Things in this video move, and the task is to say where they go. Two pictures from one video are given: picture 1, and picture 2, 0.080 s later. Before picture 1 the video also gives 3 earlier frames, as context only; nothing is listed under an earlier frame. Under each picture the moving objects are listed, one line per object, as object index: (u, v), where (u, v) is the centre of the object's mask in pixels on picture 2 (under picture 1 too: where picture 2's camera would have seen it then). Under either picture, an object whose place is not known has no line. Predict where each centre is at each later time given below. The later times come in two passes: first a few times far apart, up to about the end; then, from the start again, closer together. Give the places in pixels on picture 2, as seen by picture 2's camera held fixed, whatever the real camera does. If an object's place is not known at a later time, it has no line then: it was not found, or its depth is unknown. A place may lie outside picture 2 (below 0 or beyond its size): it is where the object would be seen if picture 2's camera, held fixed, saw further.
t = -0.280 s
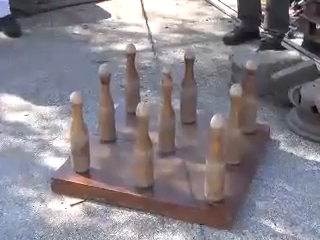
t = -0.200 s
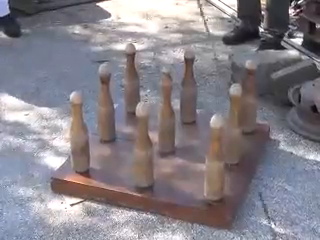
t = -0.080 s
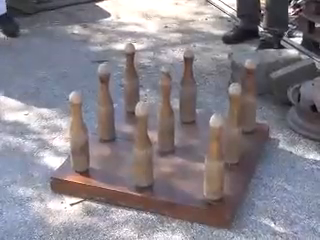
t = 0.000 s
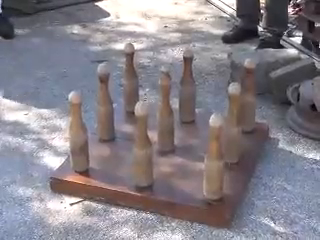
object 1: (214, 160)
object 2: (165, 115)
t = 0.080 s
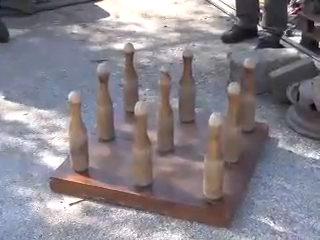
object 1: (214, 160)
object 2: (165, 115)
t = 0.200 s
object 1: (213, 159)
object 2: (164, 115)
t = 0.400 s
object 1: (213, 159)
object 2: (165, 115)
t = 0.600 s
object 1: (214, 159)
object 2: (164, 114)
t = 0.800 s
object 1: (179, 173)
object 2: (165, 114)
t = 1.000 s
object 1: (141, 181)
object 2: (161, 112)
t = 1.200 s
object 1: (133, 187)
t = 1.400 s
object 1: (135, 188)
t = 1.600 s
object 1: (137, 188)
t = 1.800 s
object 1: (137, 189)
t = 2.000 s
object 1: (137, 188)
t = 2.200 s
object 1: (135, 187)
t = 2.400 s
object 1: (137, 188)
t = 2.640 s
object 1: (136, 188)
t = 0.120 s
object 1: (214, 159)
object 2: (165, 115)
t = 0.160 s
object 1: (213, 159)
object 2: (164, 115)
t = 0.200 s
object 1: (213, 159)
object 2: (164, 115)
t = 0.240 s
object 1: (214, 159)
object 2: (164, 115)
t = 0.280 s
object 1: (213, 159)
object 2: (165, 115)
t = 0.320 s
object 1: (213, 159)
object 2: (165, 115)
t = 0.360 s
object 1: (213, 159)
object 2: (164, 115)
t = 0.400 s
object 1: (213, 159)
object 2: (165, 115)
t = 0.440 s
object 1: (213, 159)
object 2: (165, 115)
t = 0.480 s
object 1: (213, 160)
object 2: (164, 114)
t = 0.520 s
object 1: (213, 160)
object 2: (164, 115)
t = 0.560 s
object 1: (213, 160)
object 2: (164, 115)
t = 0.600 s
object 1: (214, 159)
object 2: (164, 114)
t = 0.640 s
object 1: (203, 158)
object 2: (164, 114)
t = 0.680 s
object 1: (191, 156)
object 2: (164, 114)
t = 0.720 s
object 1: (192, 171)
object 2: (164, 114)
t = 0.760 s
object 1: (192, 174)
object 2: (164, 113)
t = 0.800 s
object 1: (179, 173)
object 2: (165, 114)
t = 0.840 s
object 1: (154, 179)
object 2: (165, 114)
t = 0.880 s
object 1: (151, 180)
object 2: (165, 114)
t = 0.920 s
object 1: (149, 178)
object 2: (164, 114)
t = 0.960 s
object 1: (145, 179)
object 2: (165, 109)
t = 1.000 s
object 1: (141, 181)
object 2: (161, 112)
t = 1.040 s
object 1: (136, 183)
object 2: (155, 111)
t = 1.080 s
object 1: (134, 184)
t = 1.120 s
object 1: (133, 186)
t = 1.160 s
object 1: (133, 187)
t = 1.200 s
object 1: (133, 187)
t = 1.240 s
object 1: (133, 187)
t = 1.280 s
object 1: (134, 187)
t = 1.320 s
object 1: (134, 187)
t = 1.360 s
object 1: (135, 187)
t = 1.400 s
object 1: (135, 188)
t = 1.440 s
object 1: (135, 188)
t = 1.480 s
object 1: (136, 188)
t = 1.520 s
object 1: (136, 188)
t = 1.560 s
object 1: (137, 188)
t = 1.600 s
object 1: (137, 188)
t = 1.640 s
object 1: (138, 189)
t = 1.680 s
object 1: (137, 189)
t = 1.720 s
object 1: (137, 189)
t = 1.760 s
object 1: (137, 189)
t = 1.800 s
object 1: (137, 189)
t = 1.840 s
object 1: (137, 188)
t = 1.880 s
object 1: (137, 189)
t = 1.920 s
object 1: (137, 189)
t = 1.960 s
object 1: (137, 188)
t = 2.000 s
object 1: (137, 188)
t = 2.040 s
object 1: (136, 187)
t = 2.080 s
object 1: (136, 187)
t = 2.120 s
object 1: (135, 187)
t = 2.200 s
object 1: (135, 187)
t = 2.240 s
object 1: (135, 188)
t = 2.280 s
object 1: (136, 188)
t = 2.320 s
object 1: (136, 188)
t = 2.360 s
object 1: (137, 188)
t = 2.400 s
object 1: (137, 188)
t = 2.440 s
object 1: (137, 188)
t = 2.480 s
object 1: (137, 188)
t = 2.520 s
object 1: (136, 189)
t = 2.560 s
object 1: (136, 188)
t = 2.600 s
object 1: (136, 188)
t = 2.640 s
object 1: (136, 188)
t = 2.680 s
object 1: (137, 187)
